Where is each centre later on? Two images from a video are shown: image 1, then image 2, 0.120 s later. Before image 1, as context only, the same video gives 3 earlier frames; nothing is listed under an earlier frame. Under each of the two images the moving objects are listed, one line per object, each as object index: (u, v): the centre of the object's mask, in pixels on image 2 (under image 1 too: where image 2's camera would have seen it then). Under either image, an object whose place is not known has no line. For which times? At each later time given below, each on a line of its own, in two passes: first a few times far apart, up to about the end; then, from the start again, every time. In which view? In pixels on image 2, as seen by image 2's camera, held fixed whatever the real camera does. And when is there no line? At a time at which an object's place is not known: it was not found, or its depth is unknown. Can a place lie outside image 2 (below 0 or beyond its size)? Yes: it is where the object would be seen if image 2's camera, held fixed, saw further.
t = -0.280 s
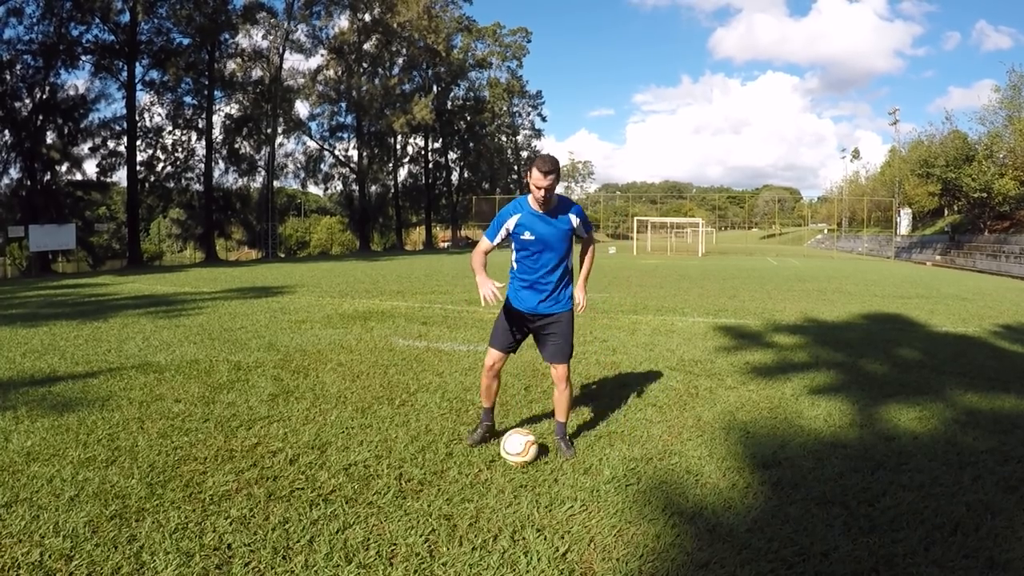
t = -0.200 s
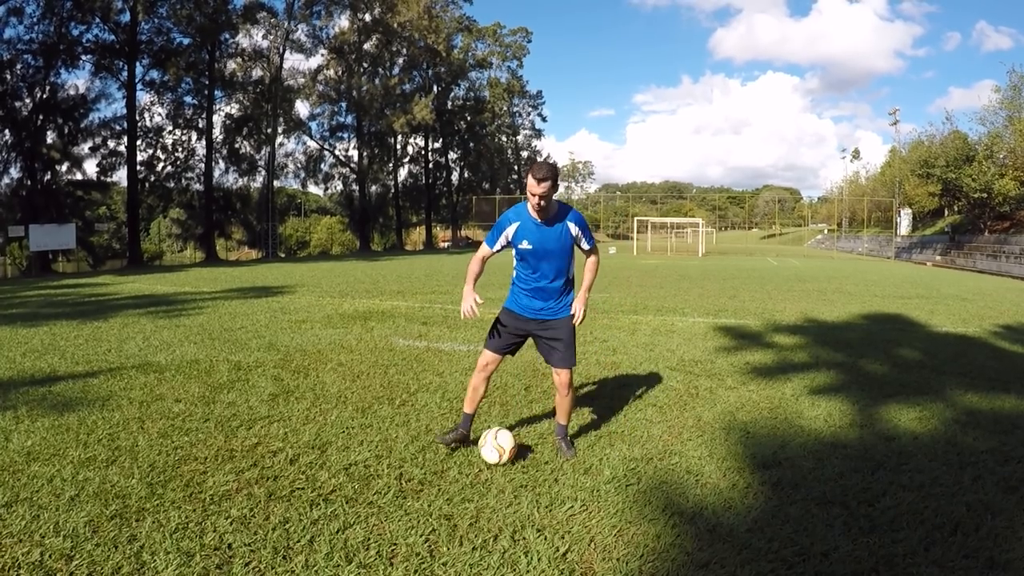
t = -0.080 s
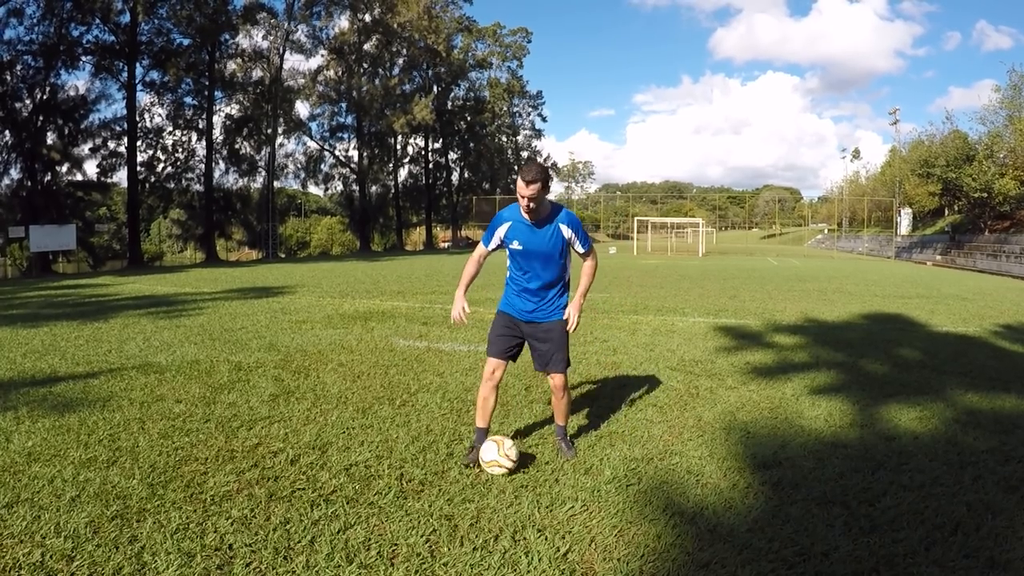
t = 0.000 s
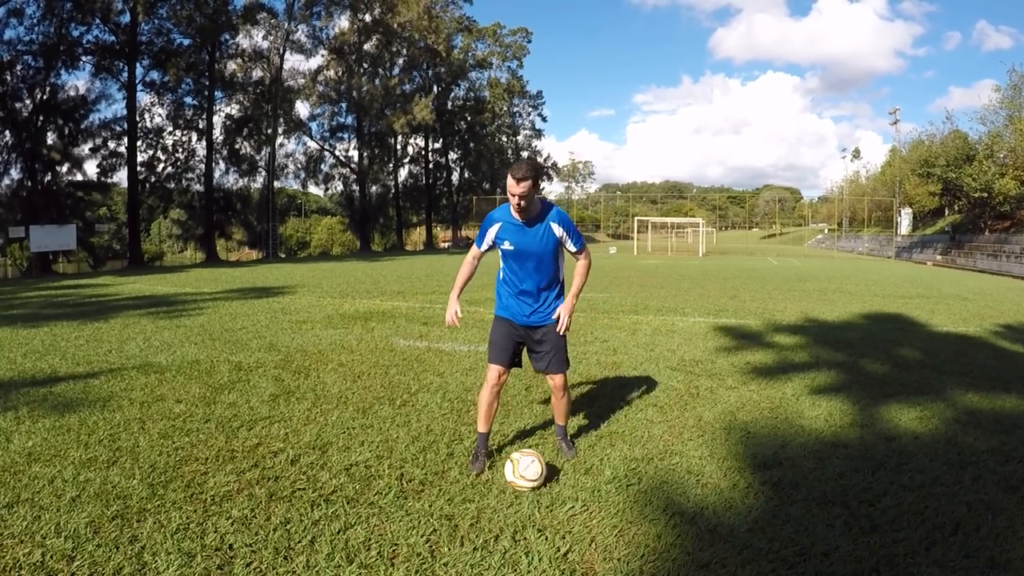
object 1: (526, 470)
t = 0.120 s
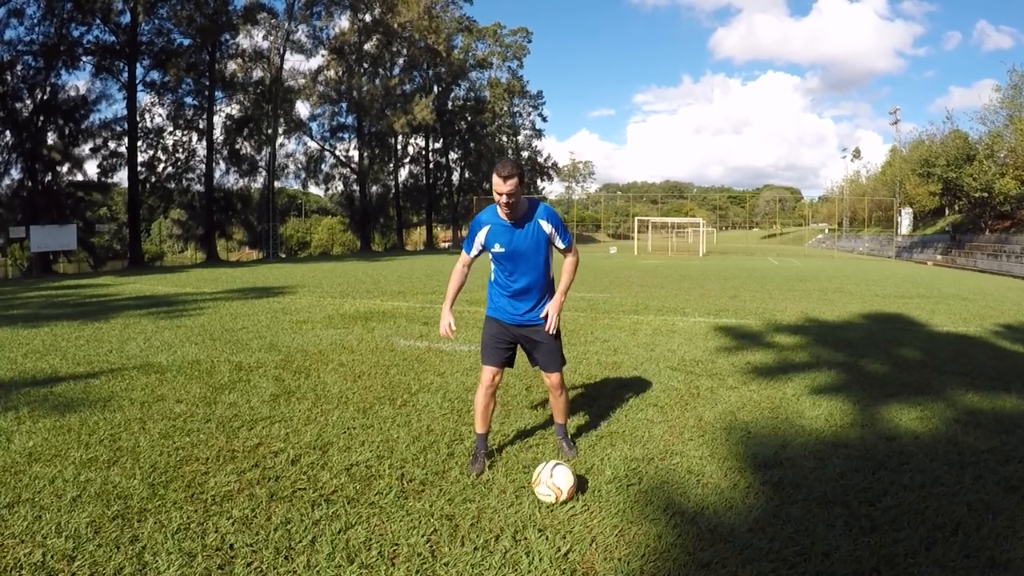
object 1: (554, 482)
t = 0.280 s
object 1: (585, 499)
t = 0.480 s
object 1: (628, 516)
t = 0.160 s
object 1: (561, 485)
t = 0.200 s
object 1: (571, 490)
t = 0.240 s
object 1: (578, 495)
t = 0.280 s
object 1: (585, 499)
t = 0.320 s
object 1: (596, 502)
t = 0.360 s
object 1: (603, 506)
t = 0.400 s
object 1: (611, 509)
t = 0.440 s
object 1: (621, 513)
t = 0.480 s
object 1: (628, 516)
